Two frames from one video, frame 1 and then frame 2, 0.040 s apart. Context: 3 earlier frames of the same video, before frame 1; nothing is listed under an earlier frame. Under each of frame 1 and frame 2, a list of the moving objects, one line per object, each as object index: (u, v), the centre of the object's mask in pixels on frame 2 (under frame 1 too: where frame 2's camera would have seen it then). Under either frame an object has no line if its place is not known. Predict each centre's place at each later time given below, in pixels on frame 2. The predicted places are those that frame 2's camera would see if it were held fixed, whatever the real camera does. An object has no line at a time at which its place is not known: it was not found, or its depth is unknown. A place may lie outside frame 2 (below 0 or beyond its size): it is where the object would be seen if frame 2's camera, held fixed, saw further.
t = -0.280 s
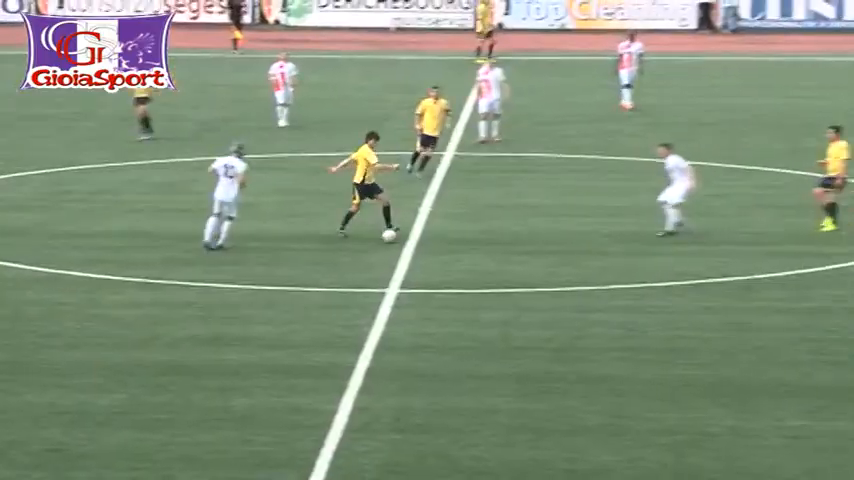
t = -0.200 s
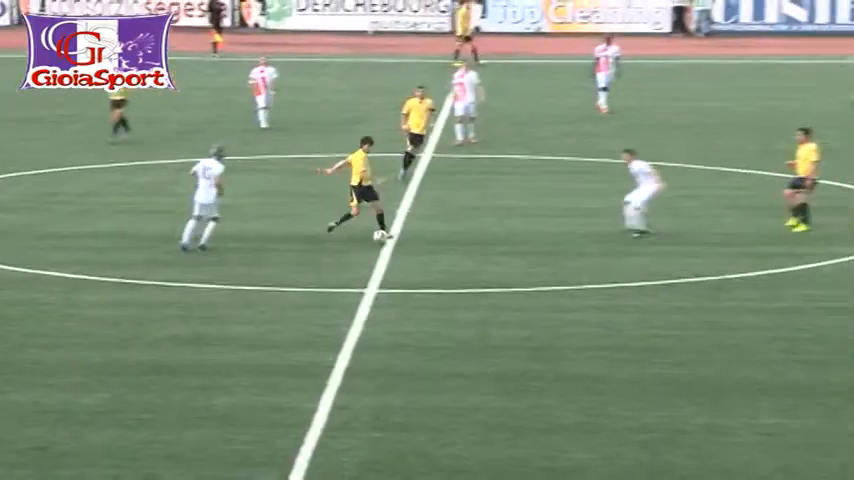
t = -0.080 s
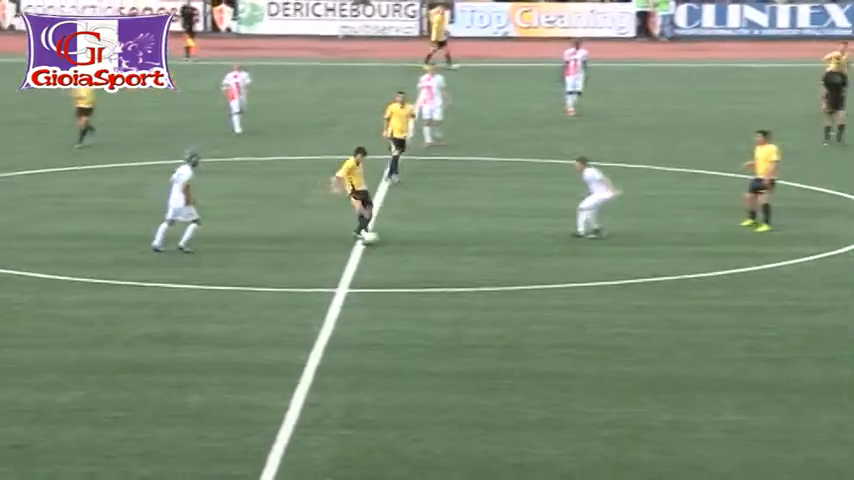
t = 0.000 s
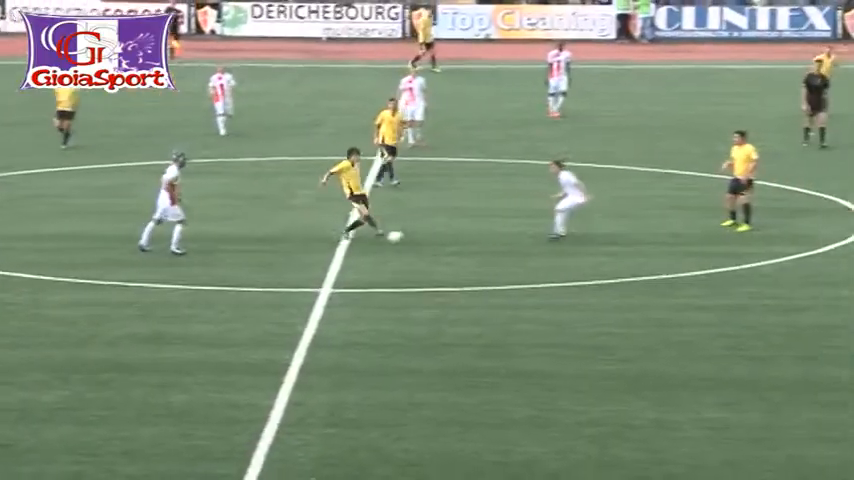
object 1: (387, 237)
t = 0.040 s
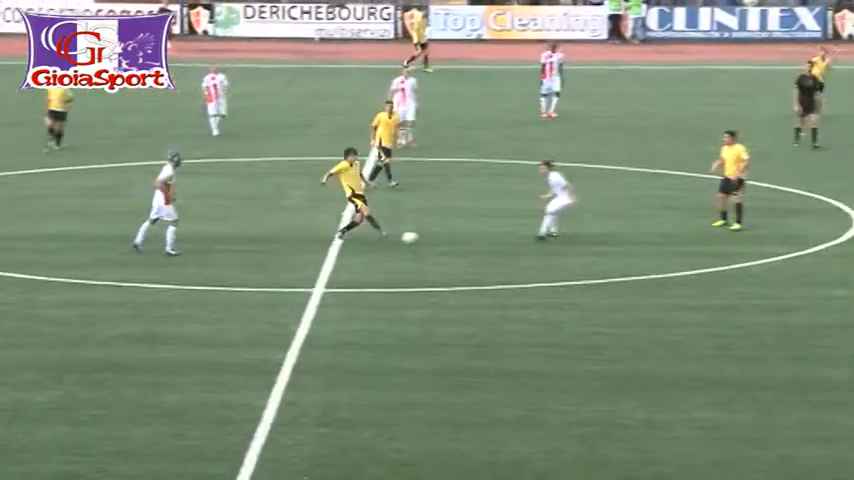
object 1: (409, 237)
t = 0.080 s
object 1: (431, 239)
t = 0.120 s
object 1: (452, 242)
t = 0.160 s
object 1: (473, 246)
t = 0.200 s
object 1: (496, 251)
